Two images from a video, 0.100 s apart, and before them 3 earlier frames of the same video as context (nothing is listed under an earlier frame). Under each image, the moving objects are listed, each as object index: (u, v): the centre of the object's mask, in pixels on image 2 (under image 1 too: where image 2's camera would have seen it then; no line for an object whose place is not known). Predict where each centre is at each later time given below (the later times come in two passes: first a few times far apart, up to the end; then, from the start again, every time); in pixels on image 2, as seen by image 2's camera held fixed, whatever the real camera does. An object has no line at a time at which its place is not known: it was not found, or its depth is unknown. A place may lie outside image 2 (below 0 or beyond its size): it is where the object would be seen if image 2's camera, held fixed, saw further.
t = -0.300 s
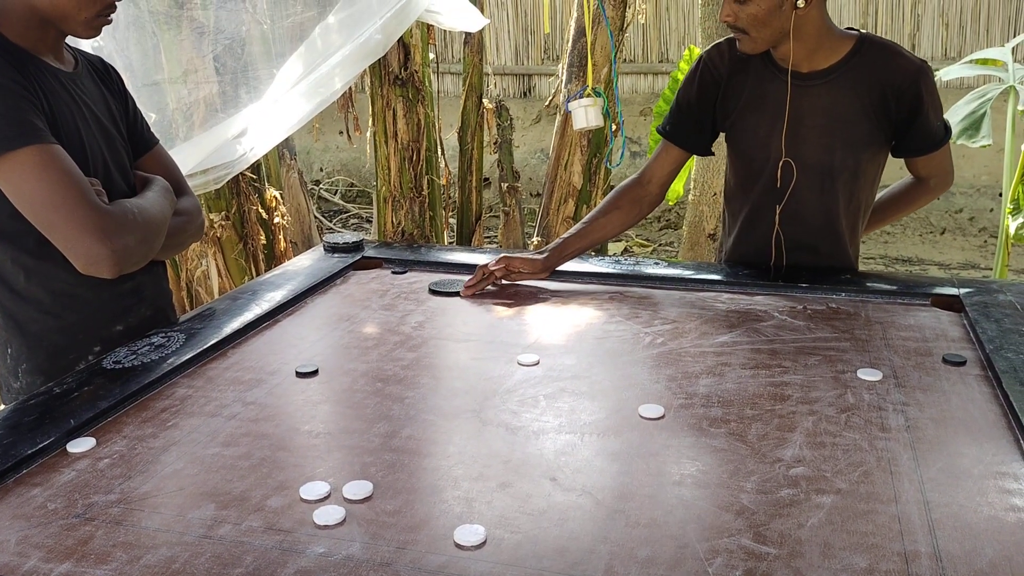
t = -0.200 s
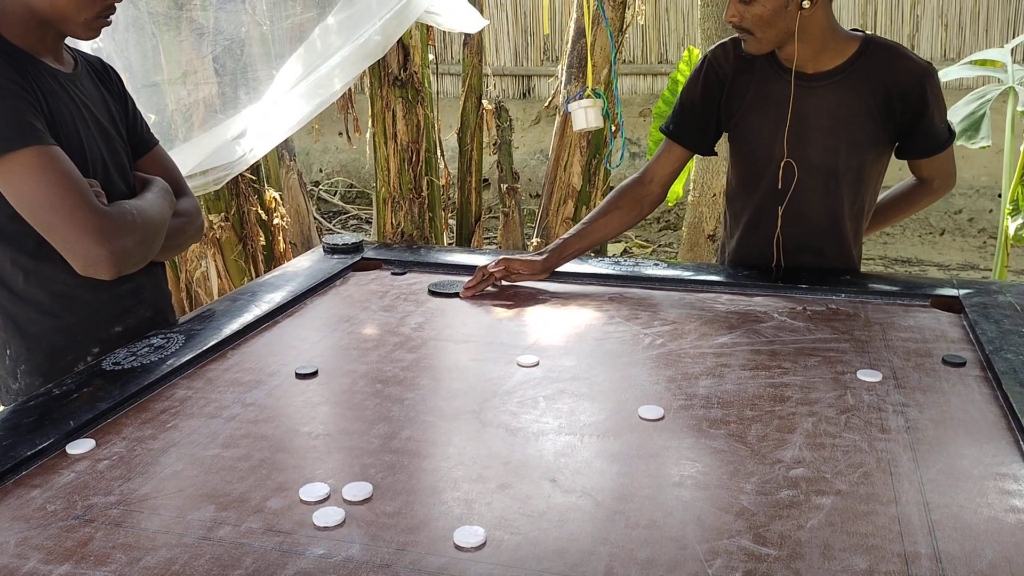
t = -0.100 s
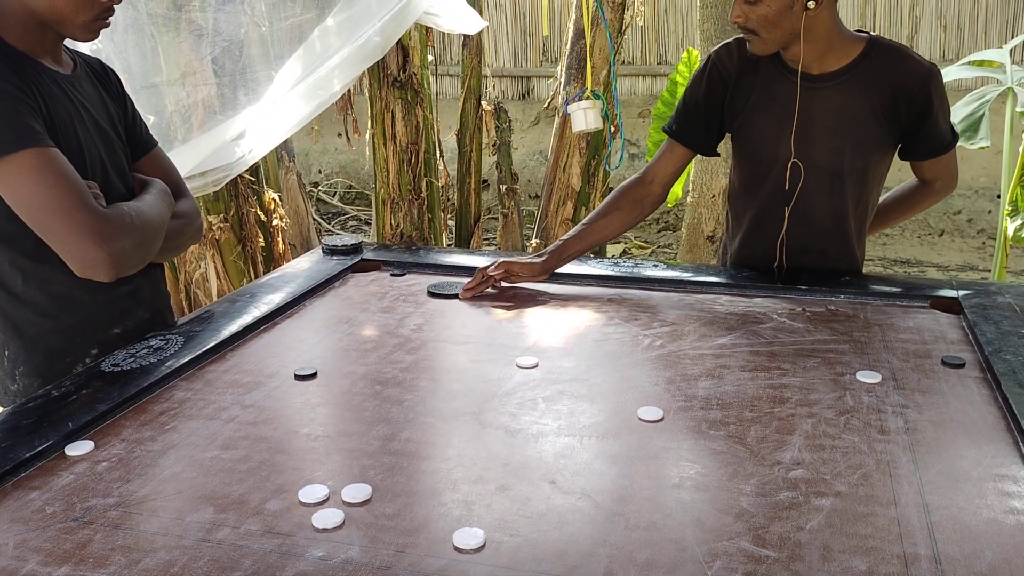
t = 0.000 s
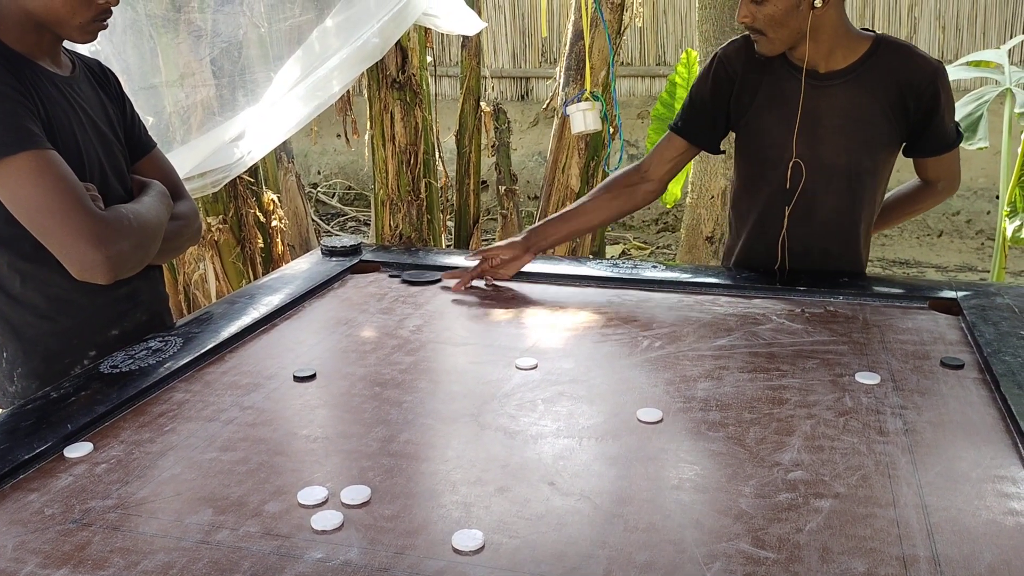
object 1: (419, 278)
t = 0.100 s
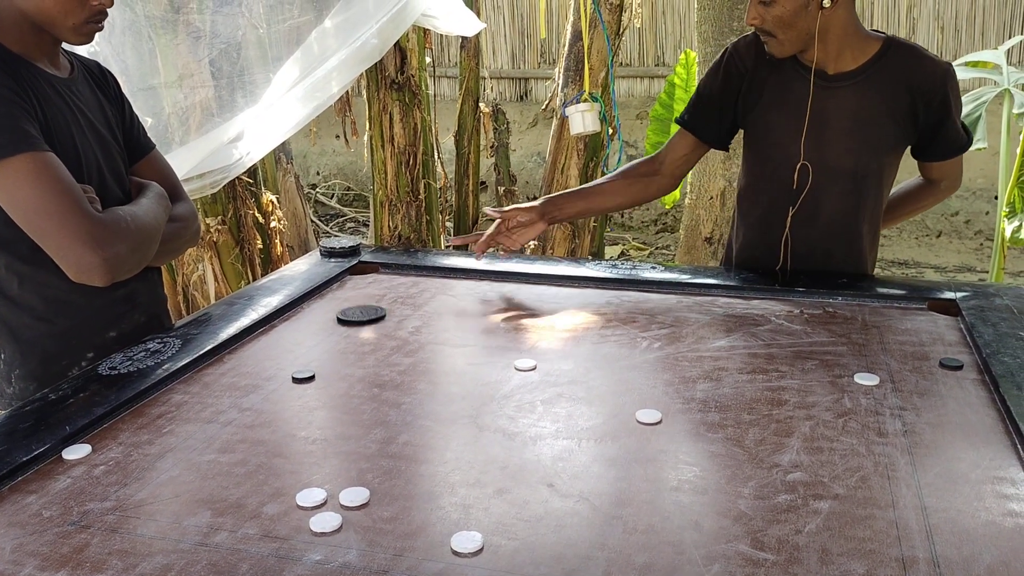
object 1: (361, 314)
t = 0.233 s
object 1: (435, 392)
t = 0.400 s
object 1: (607, 564)
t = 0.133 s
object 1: (376, 331)
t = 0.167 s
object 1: (394, 349)
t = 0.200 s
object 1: (414, 370)
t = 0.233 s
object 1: (435, 392)
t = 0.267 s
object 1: (460, 418)
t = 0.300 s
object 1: (489, 449)
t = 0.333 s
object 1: (522, 485)
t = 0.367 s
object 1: (562, 528)
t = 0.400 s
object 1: (607, 564)
